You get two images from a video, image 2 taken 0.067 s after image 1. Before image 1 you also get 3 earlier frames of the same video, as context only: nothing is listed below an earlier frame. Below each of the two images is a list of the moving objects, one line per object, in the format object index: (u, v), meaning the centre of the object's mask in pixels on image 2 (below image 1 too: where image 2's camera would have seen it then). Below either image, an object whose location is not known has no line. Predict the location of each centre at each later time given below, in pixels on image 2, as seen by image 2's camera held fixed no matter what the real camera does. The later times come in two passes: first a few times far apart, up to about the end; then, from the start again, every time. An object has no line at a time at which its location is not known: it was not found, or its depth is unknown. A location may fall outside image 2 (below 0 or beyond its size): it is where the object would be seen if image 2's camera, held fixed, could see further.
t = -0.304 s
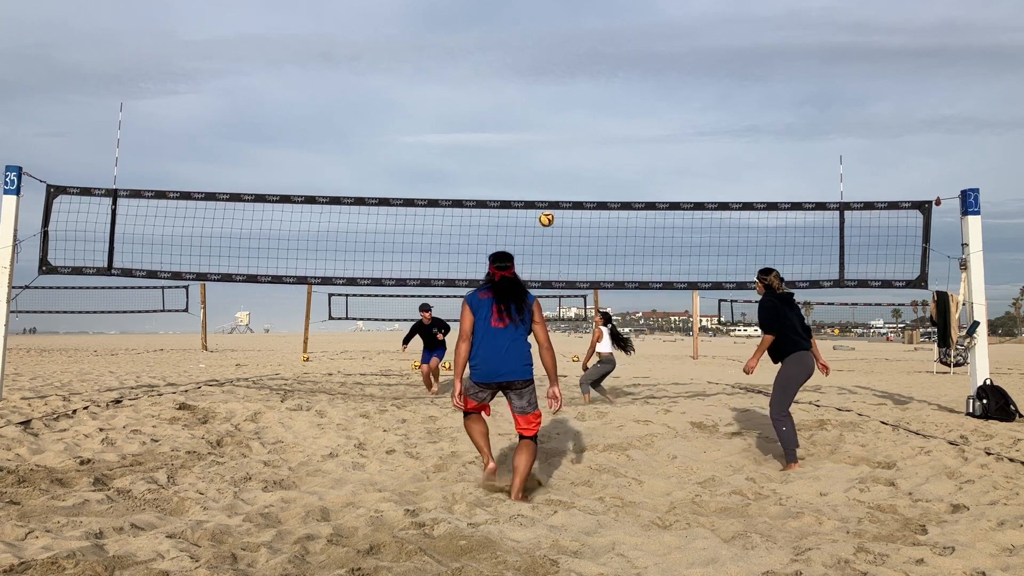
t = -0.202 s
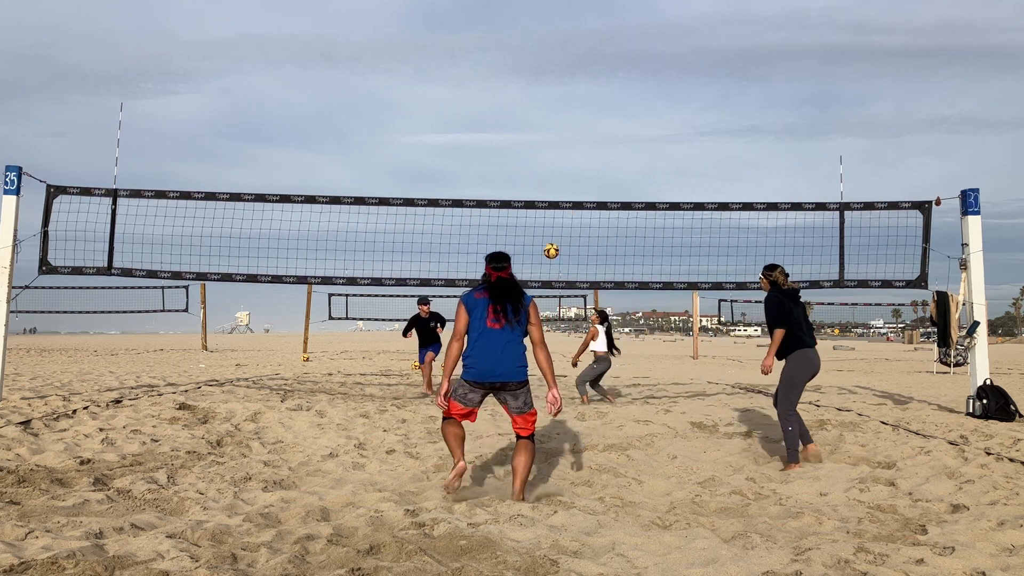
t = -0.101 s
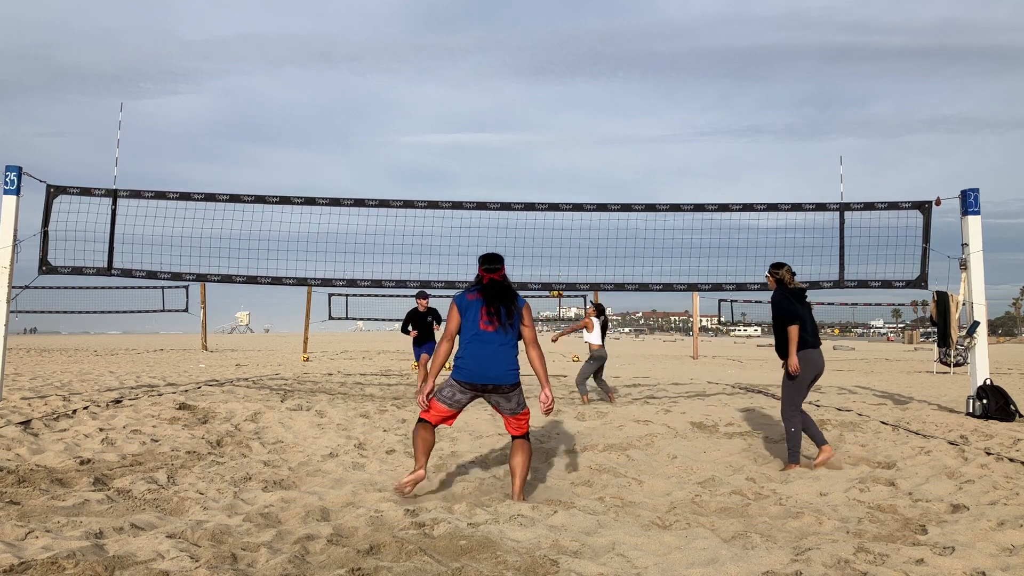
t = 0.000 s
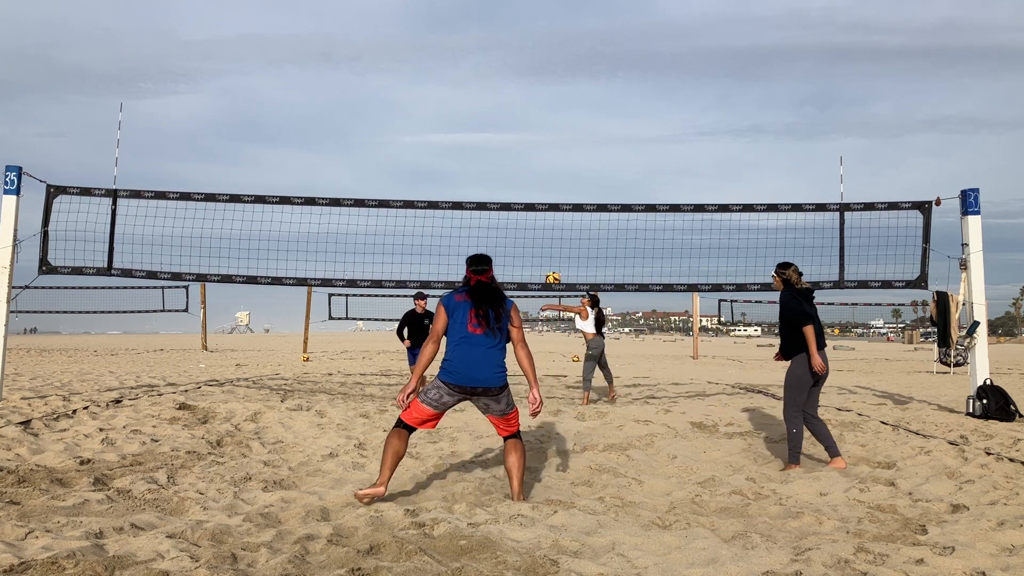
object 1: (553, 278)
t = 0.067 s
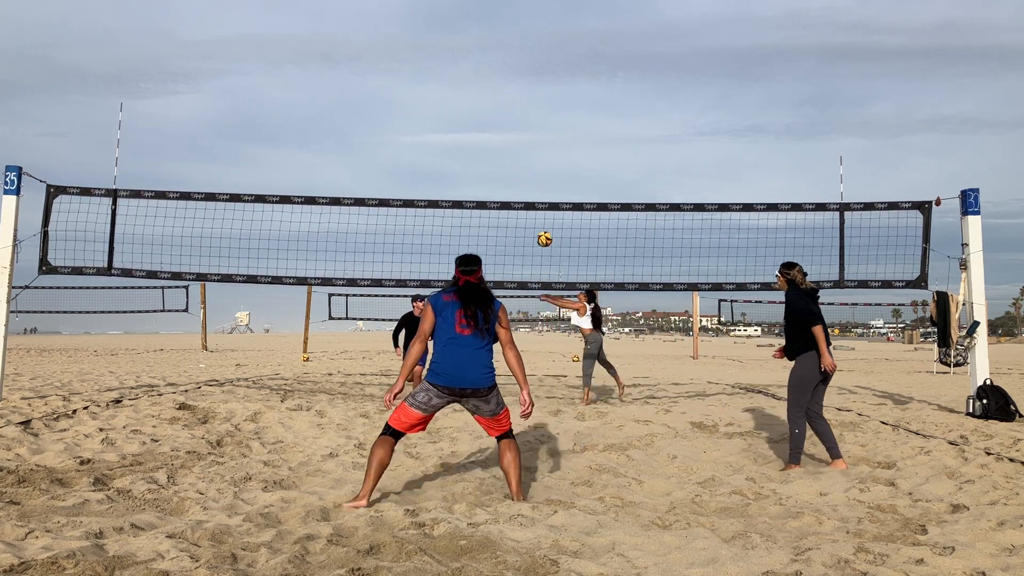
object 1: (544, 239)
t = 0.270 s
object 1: (520, 140)
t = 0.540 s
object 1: (486, 57)
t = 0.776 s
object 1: (456, 28)
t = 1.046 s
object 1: (423, 48)
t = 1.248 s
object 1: (398, 100)
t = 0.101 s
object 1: (540, 220)
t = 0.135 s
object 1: (537, 198)
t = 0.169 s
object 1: (532, 185)
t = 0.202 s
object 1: (528, 169)
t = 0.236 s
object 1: (524, 154)
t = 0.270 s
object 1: (520, 140)
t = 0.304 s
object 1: (515, 126)
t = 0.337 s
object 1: (511, 114)
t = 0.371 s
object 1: (507, 102)
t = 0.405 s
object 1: (503, 92)
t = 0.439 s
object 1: (498, 81)
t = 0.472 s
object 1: (494, 72)
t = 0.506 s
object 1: (490, 64)
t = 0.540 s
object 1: (486, 57)
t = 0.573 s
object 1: (481, 50)
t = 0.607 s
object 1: (477, 44)
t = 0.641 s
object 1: (473, 39)
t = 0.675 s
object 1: (469, 35)
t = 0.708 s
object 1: (465, 32)
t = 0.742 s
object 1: (461, 30)
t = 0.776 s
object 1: (456, 28)
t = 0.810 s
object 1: (452, 28)
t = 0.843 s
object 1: (448, 28)
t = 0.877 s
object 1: (444, 29)
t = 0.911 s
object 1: (439, 31)
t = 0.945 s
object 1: (435, 34)
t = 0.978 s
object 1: (431, 38)
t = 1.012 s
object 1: (427, 43)
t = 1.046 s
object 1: (423, 48)
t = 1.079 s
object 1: (419, 54)
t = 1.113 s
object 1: (415, 62)
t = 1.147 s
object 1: (411, 70)
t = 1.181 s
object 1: (407, 79)
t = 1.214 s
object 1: (402, 89)
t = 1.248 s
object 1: (398, 100)
